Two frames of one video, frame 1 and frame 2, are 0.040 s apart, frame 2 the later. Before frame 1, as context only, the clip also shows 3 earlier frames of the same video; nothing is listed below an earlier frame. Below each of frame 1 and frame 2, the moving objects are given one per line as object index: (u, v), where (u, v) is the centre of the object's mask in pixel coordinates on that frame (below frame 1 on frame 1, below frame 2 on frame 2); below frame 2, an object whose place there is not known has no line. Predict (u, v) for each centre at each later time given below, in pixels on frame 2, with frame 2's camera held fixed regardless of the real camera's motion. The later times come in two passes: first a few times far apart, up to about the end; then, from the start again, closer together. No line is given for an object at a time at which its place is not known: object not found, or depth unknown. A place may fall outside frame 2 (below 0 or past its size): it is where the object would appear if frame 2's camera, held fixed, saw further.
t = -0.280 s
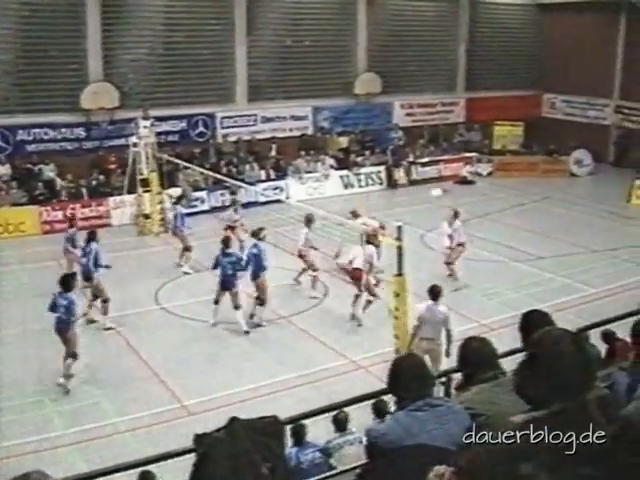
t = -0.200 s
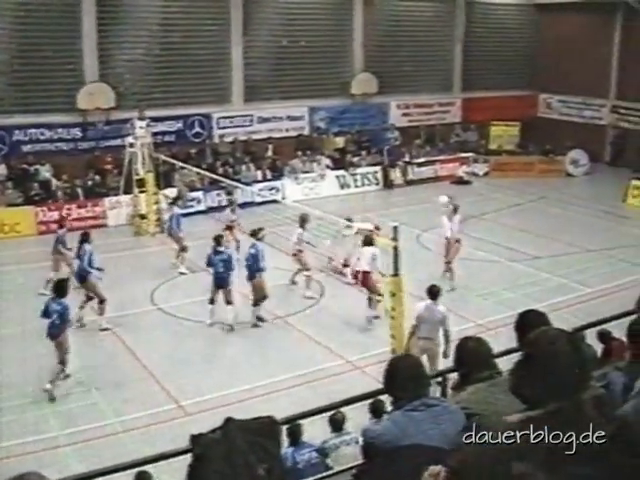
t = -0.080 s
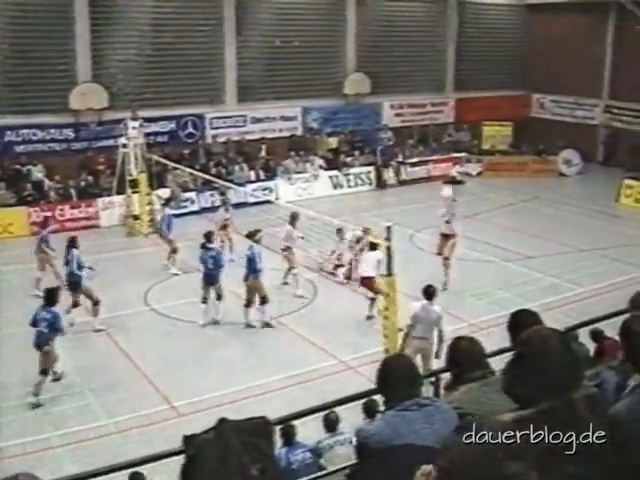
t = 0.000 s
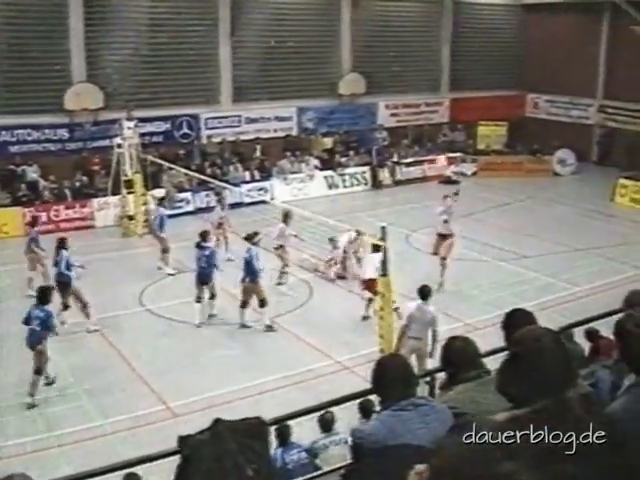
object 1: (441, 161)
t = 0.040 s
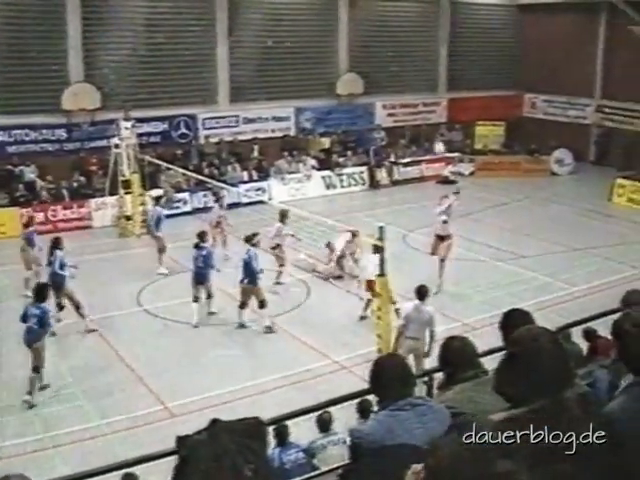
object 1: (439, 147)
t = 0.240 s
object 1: (437, 91)
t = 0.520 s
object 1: (434, 48)
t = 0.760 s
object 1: (431, 43)
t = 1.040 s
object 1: (428, 71)
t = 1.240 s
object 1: (423, 112)
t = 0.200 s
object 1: (438, 99)
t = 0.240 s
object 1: (437, 91)
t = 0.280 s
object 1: (437, 83)
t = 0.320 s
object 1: (437, 75)
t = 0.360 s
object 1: (436, 68)
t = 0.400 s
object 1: (436, 61)
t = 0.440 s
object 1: (435, 56)
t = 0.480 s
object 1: (435, 52)
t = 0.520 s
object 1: (434, 48)
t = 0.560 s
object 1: (434, 45)
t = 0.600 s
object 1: (433, 43)
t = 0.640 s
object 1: (434, 42)
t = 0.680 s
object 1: (433, 42)
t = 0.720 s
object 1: (432, 43)
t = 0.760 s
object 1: (431, 43)
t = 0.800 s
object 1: (431, 45)
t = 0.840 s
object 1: (431, 47)
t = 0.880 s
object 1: (430, 51)
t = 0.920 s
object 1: (430, 55)
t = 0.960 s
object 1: (429, 60)
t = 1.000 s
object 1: (429, 65)
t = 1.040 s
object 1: (428, 71)
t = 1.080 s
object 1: (427, 78)
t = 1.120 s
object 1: (426, 86)
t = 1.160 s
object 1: (425, 92)
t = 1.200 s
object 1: (424, 102)
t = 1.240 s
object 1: (423, 112)
